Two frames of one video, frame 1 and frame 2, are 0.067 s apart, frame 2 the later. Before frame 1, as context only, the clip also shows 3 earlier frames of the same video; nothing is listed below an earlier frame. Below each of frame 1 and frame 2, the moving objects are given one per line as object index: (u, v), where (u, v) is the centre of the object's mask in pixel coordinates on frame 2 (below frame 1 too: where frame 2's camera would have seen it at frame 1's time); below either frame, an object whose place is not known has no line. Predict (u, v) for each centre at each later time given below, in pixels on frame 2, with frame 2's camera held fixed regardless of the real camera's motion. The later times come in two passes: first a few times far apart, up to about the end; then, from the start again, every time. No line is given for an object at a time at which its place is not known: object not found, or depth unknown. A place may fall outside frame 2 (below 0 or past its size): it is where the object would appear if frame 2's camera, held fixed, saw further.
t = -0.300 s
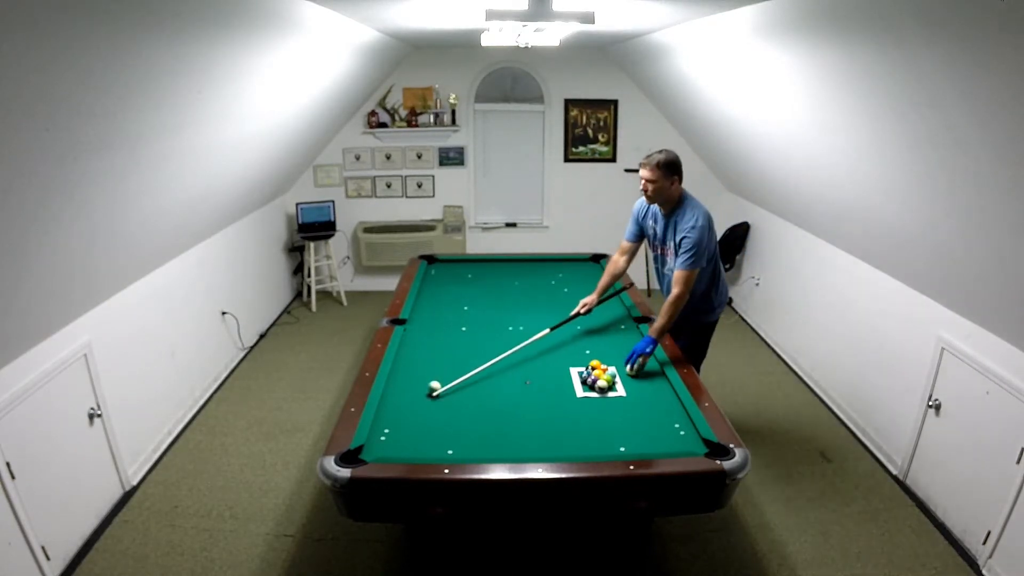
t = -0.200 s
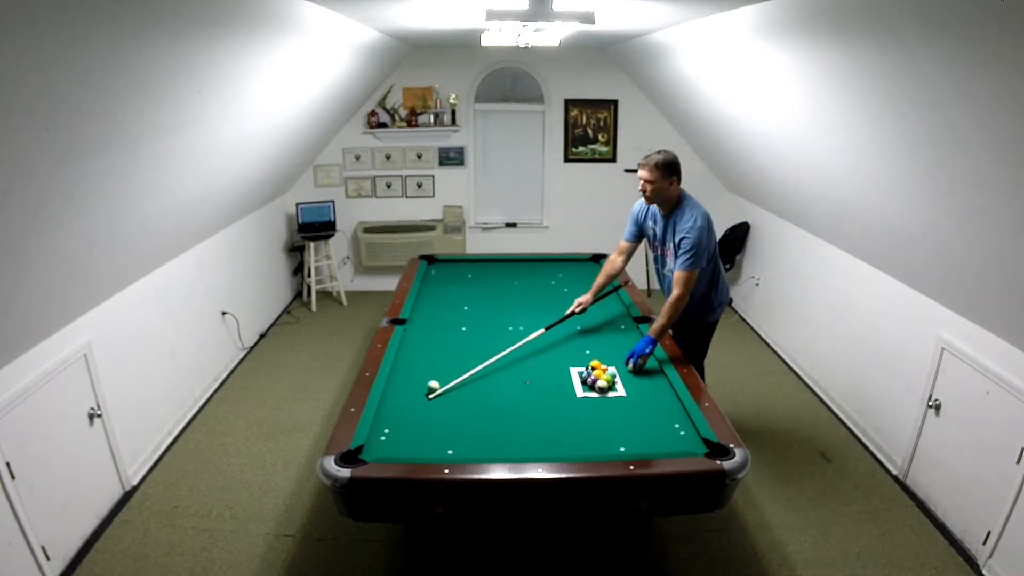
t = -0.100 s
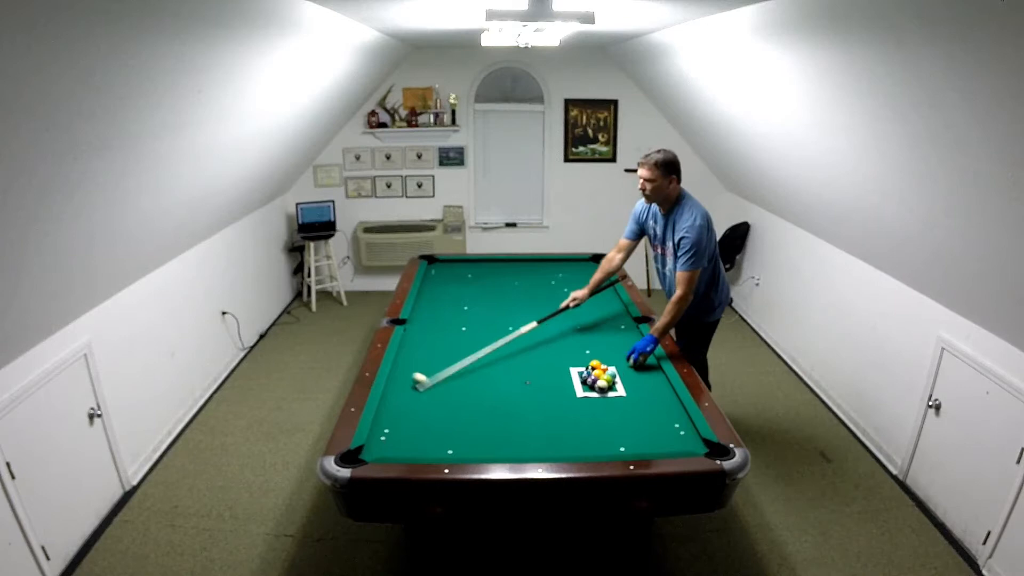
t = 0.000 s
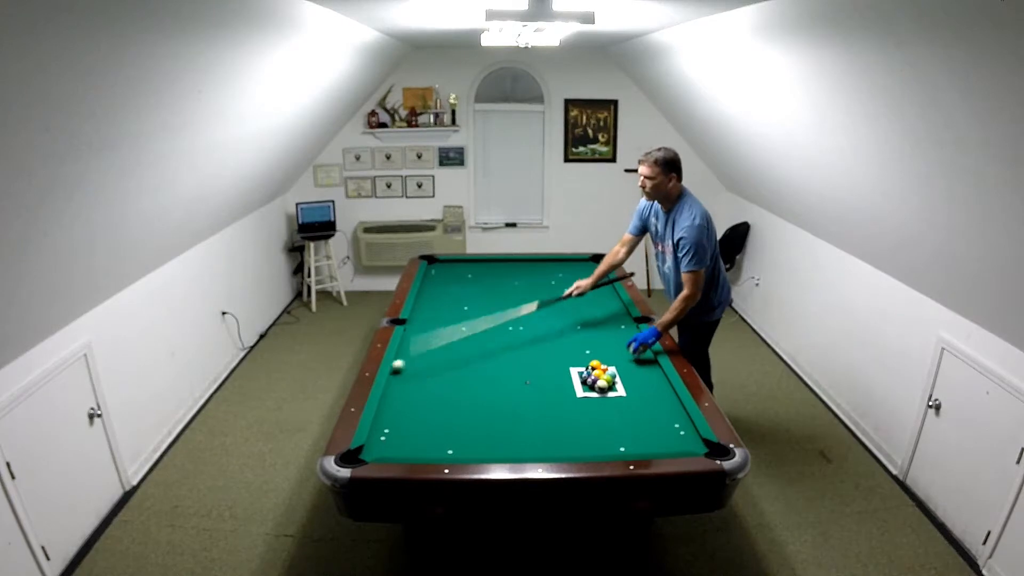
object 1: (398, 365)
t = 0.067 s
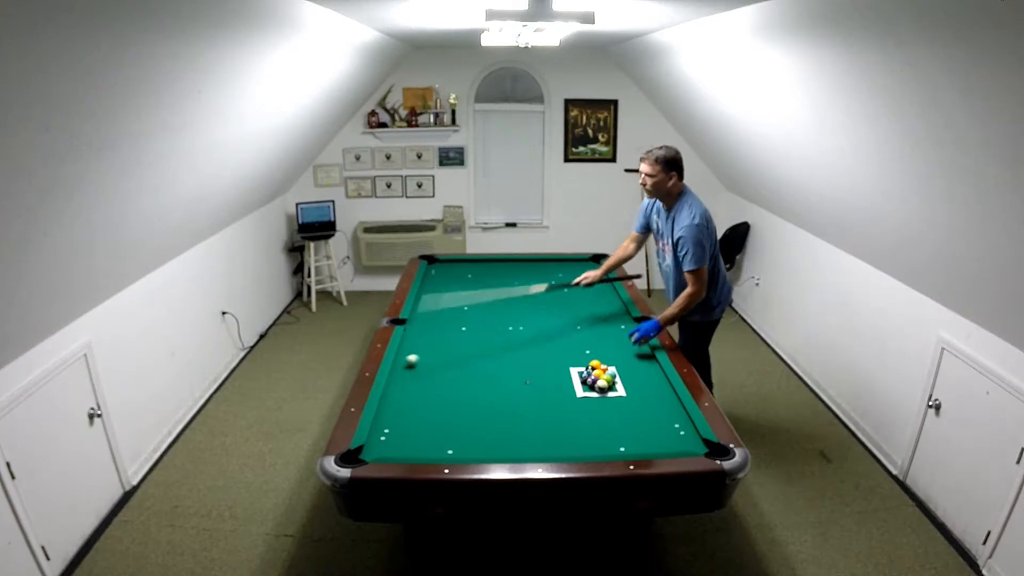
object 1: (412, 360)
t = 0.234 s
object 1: (440, 349)
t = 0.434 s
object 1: (470, 337)
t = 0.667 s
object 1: (501, 325)
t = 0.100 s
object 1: (418, 358)
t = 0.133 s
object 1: (424, 355)
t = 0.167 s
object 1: (429, 353)
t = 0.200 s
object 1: (435, 351)
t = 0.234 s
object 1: (440, 349)
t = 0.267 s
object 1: (445, 347)
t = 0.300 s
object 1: (450, 345)
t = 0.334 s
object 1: (455, 343)
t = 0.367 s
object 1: (460, 341)
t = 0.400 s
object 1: (465, 339)
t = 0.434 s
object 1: (470, 337)
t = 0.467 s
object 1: (474, 335)
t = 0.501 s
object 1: (479, 333)
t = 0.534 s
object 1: (483, 332)
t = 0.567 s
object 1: (488, 330)
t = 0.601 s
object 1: (492, 328)
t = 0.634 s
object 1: (496, 326)
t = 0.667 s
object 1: (501, 325)
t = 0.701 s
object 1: (504, 323)
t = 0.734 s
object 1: (508, 321)
